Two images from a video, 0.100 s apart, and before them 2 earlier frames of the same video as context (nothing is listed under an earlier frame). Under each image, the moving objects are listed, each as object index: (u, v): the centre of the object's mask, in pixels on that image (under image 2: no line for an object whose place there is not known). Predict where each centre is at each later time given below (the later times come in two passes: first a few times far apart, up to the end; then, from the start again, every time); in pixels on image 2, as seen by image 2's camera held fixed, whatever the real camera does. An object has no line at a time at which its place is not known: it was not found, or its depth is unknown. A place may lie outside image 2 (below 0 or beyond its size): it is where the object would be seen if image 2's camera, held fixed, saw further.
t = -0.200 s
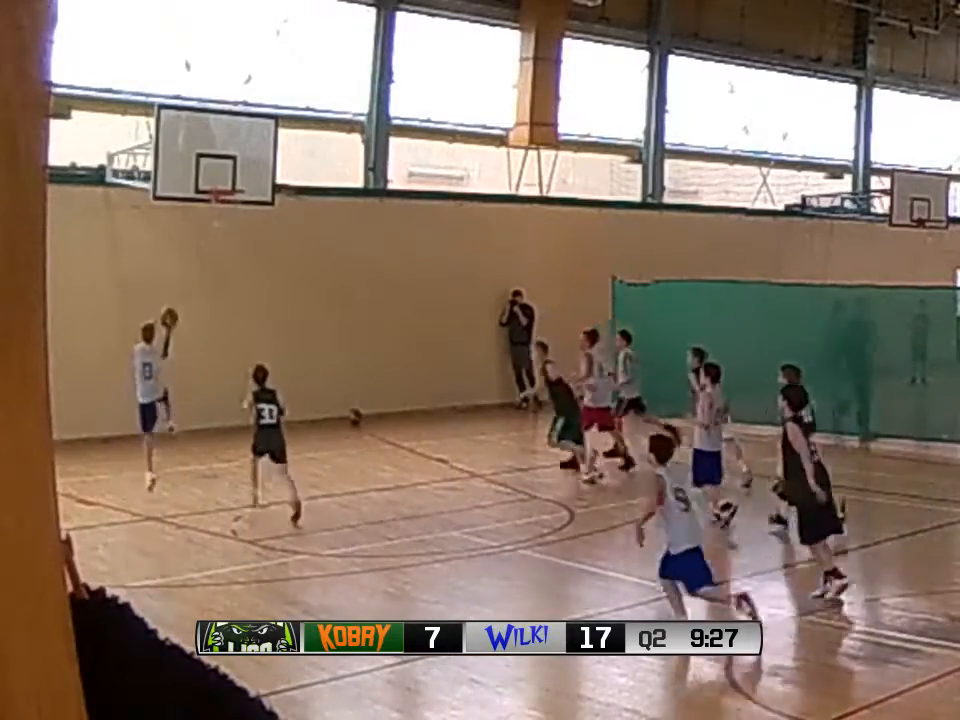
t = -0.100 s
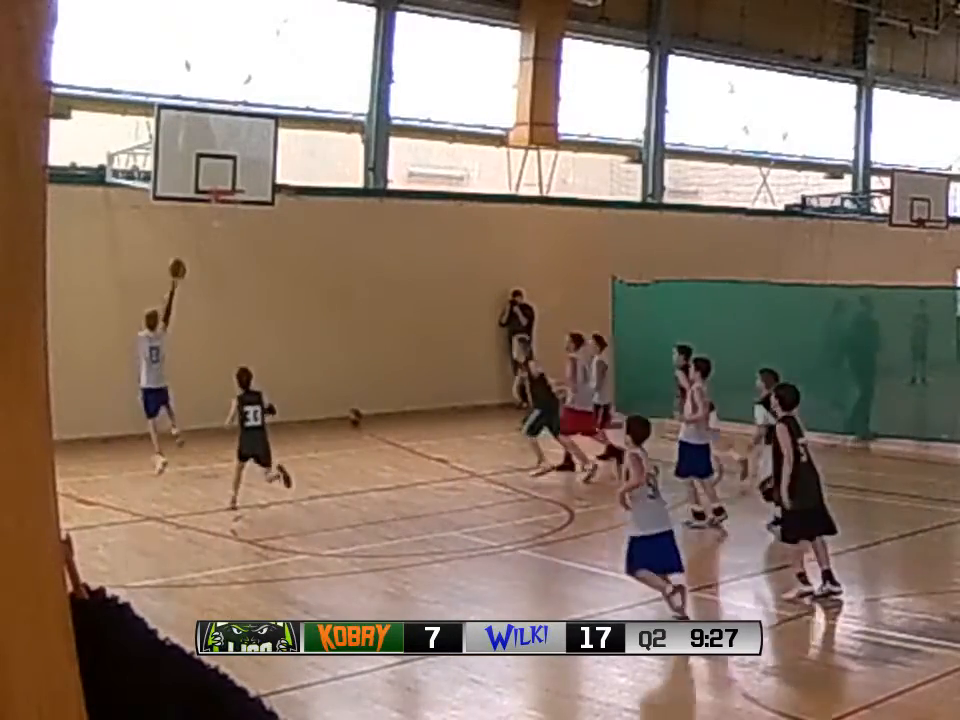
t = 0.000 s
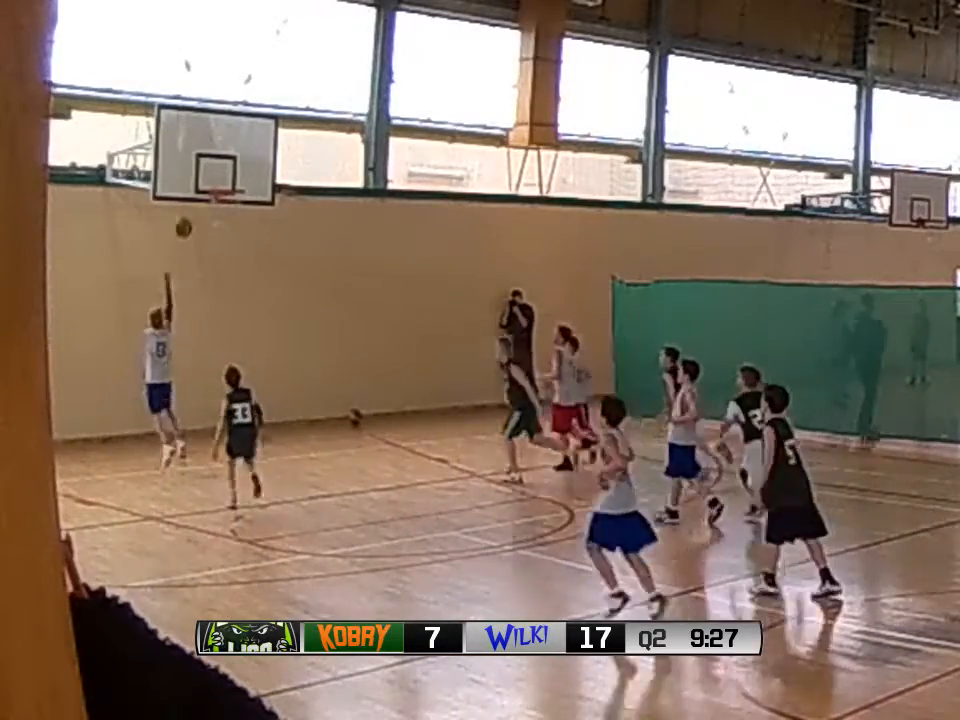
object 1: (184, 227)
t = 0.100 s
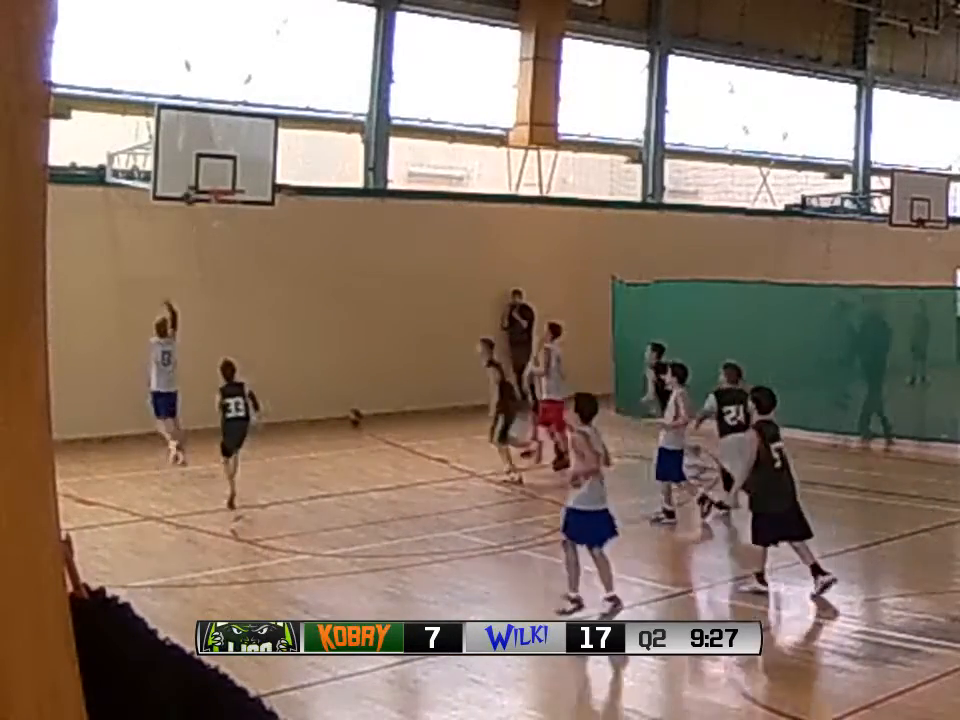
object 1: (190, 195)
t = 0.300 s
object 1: (202, 163)
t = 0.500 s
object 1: (214, 168)
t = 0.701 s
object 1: (235, 207)
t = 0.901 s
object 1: (233, 223)
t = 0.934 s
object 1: (232, 232)
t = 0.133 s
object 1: (192, 187)
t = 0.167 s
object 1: (194, 180)
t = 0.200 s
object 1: (196, 174)
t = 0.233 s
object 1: (199, 170)
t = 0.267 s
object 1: (201, 166)
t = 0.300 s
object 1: (202, 163)
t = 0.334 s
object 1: (203, 163)
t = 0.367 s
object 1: (204, 162)
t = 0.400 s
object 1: (206, 164)
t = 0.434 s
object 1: (208, 165)
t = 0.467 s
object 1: (210, 166)
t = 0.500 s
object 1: (214, 168)
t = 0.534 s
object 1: (218, 173)
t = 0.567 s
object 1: (222, 178)
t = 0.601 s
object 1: (225, 185)
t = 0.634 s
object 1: (229, 194)
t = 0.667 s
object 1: (233, 201)
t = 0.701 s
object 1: (235, 207)
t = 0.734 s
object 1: (234, 207)
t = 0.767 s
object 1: (234, 208)
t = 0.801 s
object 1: (235, 209)
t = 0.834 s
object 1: (234, 212)
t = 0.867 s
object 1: (233, 218)
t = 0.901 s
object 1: (233, 223)
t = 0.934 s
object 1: (232, 232)
